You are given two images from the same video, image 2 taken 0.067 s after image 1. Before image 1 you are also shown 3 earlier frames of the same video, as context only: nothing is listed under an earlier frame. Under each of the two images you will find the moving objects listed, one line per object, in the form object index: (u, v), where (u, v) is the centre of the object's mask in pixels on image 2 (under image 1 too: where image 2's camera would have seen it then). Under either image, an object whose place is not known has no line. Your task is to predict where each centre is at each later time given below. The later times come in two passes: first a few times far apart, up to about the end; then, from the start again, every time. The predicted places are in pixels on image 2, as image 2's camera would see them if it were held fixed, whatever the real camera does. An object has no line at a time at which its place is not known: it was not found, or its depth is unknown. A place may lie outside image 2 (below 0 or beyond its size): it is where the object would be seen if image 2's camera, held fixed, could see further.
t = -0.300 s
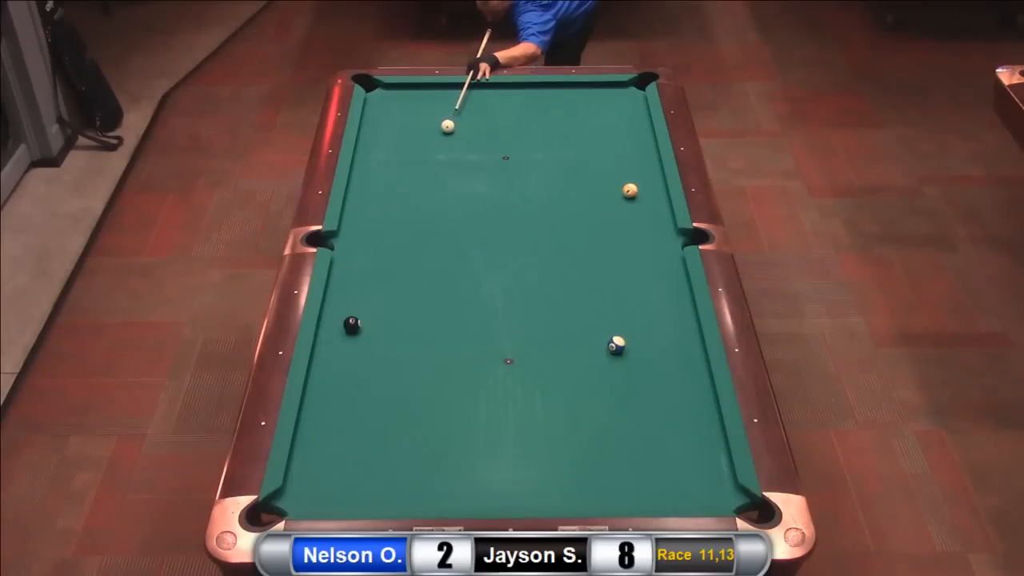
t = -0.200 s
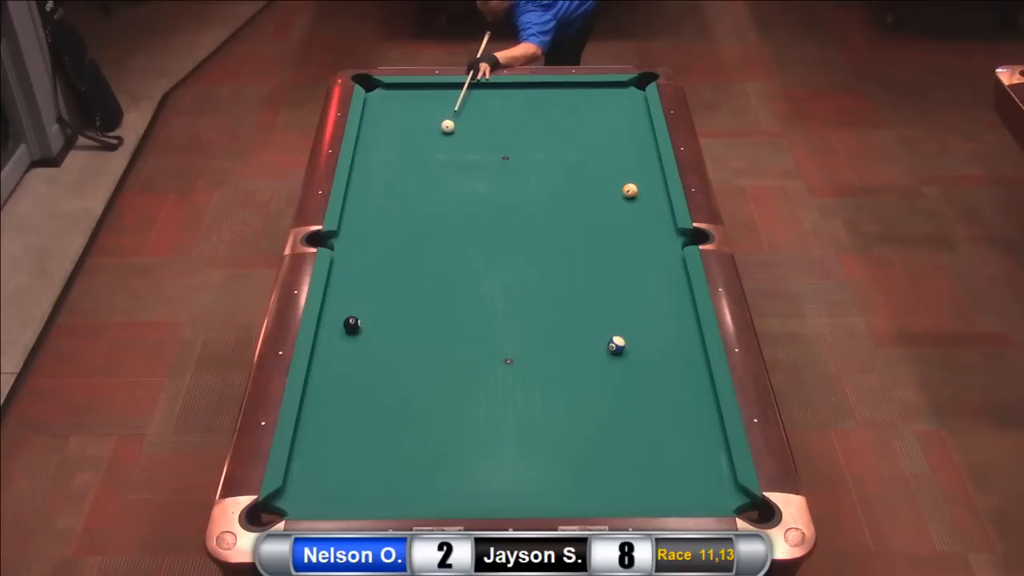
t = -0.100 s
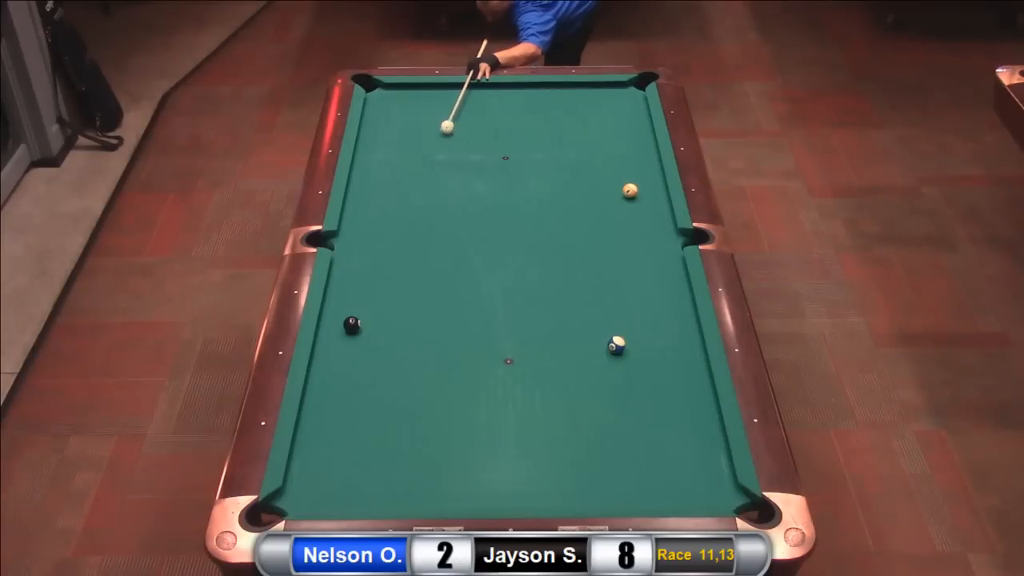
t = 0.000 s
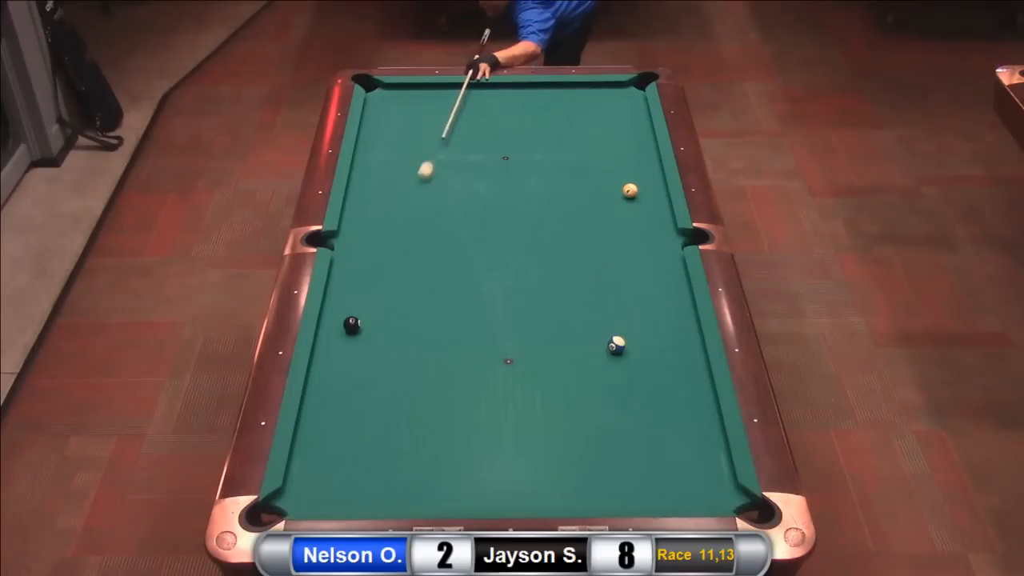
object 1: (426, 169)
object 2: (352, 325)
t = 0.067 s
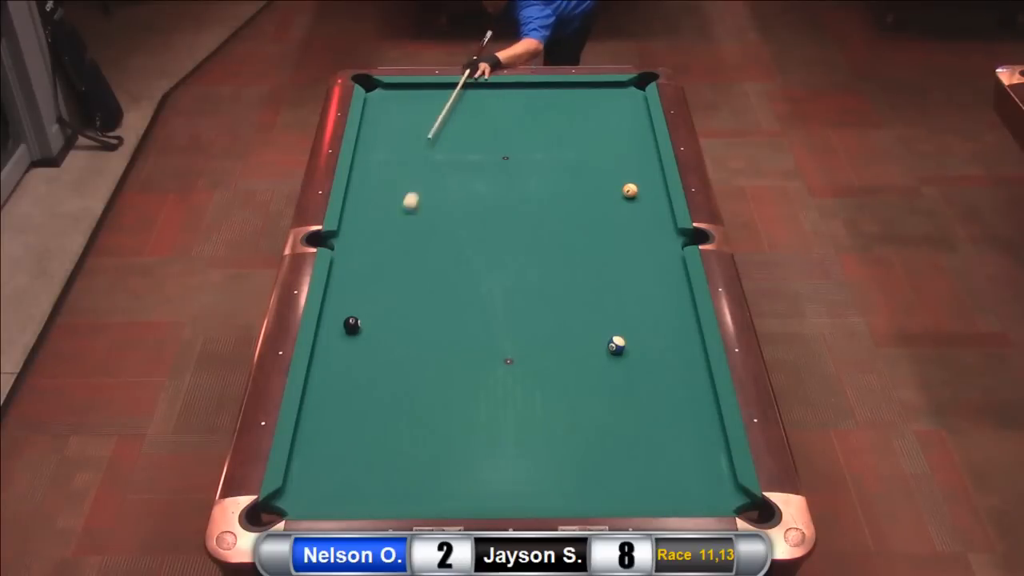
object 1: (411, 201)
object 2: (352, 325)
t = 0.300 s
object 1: (355, 313)
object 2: (346, 338)
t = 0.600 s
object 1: (328, 342)
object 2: (290, 502)
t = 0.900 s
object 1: (321, 387)
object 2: (284, 500)
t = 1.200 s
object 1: (327, 431)
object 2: (293, 499)
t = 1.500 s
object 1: (332, 477)
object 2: (302, 500)
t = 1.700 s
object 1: (338, 496)
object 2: (305, 500)
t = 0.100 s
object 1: (403, 217)
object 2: (352, 325)
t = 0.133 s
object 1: (395, 233)
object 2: (352, 325)
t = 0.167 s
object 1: (387, 250)
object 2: (352, 325)
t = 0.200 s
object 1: (378, 268)
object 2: (352, 325)
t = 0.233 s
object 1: (369, 286)
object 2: (352, 325)
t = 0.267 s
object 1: (359, 305)
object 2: (352, 325)
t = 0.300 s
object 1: (355, 313)
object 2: (346, 338)
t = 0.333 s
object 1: (353, 315)
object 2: (337, 358)
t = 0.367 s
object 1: (351, 316)
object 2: (328, 380)
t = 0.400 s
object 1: (348, 318)
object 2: (321, 400)
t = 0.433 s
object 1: (345, 320)
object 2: (312, 422)
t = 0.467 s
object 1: (343, 323)
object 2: (304, 444)
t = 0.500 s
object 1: (339, 327)
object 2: (297, 464)
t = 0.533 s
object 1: (336, 332)
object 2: (297, 481)
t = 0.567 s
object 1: (332, 337)
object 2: (296, 499)
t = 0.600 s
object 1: (328, 342)
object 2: (290, 502)
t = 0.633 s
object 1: (324, 348)
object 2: (280, 500)
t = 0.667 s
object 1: (320, 353)
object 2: (285, 503)
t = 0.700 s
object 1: (318, 358)
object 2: (289, 506)
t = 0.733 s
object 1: (319, 363)
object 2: (289, 506)
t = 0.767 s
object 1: (319, 368)
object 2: (289, 505)
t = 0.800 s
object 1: (319, 372)
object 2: (288, 503)
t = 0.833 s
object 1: (321, 377)
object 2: (287, 502)
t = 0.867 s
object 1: (321, 382)
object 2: (286, 501)
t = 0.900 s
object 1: (321, 387)
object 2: (284, 500)
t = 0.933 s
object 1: (322, 391)
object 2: (284, 497)
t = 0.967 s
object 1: (323, 396)
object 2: (284, 497)
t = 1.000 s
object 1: (323, 401)
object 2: (286, 497)
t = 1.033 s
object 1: (324, 406)
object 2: (288, 497)
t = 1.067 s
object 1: (324, 411)
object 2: (289, 498)
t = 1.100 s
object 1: (325, 416)
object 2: (290, 498)
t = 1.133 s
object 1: (325, 421)
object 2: (291, 498)
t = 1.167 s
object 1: (326, 426)
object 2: (291, 498)
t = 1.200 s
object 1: (327, 431)
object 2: (293, 499)
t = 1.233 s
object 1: (327, 436)
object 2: (294, 499)
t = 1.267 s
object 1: (328, 441)
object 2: (295, 499)
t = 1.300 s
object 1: (328, 446)
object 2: (296, 499)
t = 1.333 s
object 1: (329, 451)
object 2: (297, 499)
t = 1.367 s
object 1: (330, 456)
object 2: (298, 500)
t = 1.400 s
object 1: (330, 462)
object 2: (299, 500)
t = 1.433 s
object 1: (331, 467)
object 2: (300, 500)
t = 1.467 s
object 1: (332, 472)
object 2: (300, 500)
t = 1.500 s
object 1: (332, 477)
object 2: (302, 500)
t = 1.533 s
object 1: (333, 482)
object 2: (302, 500)
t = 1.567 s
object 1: (333, 488)
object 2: (303, 500)
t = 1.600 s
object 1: (334, 493)
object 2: (304, 500)
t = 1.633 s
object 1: (335, 497)
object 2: (304, 500)
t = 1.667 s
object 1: (336, 499)
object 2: (305, 500)
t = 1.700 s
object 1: (338, 496)
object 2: (305, 500)
